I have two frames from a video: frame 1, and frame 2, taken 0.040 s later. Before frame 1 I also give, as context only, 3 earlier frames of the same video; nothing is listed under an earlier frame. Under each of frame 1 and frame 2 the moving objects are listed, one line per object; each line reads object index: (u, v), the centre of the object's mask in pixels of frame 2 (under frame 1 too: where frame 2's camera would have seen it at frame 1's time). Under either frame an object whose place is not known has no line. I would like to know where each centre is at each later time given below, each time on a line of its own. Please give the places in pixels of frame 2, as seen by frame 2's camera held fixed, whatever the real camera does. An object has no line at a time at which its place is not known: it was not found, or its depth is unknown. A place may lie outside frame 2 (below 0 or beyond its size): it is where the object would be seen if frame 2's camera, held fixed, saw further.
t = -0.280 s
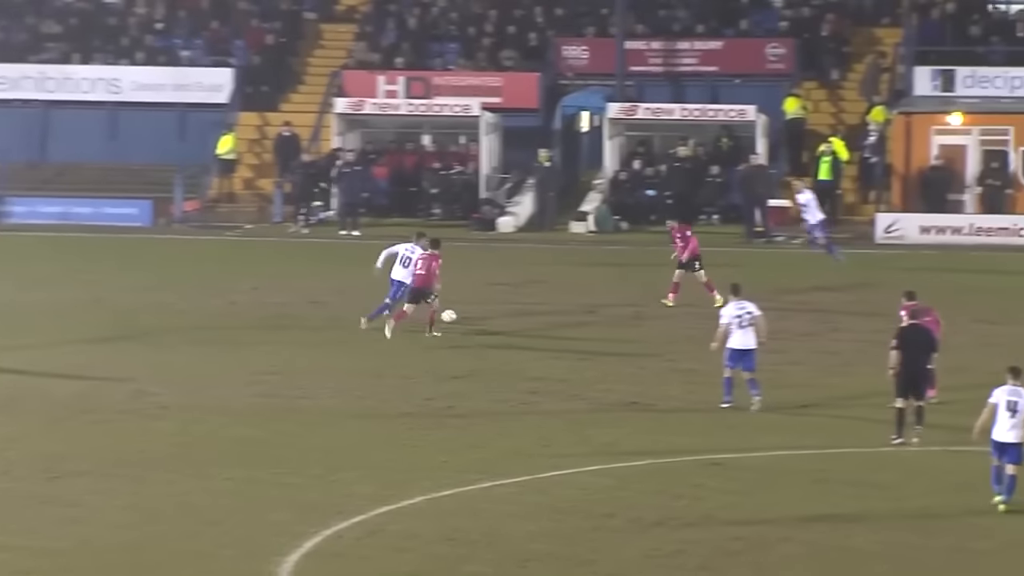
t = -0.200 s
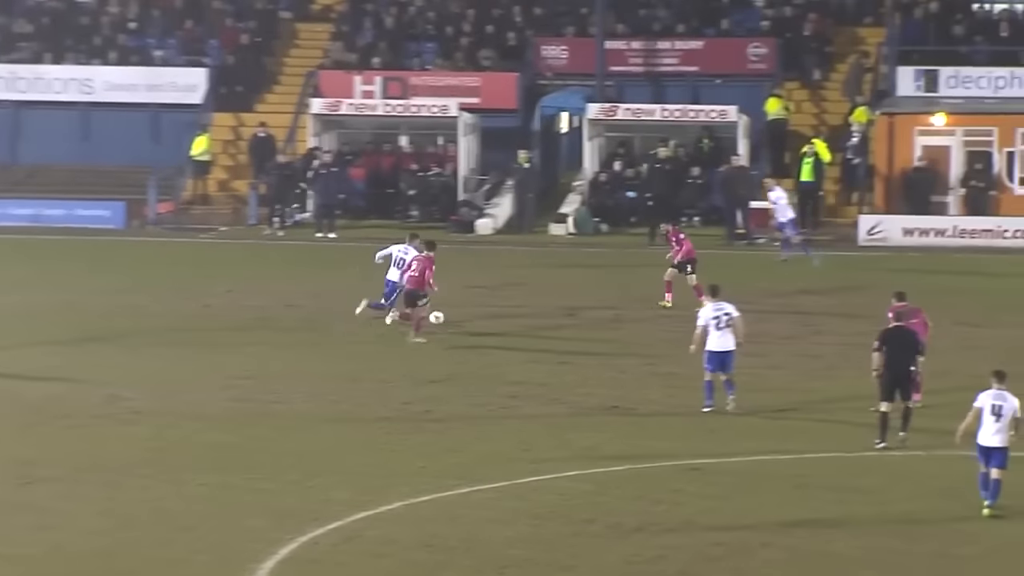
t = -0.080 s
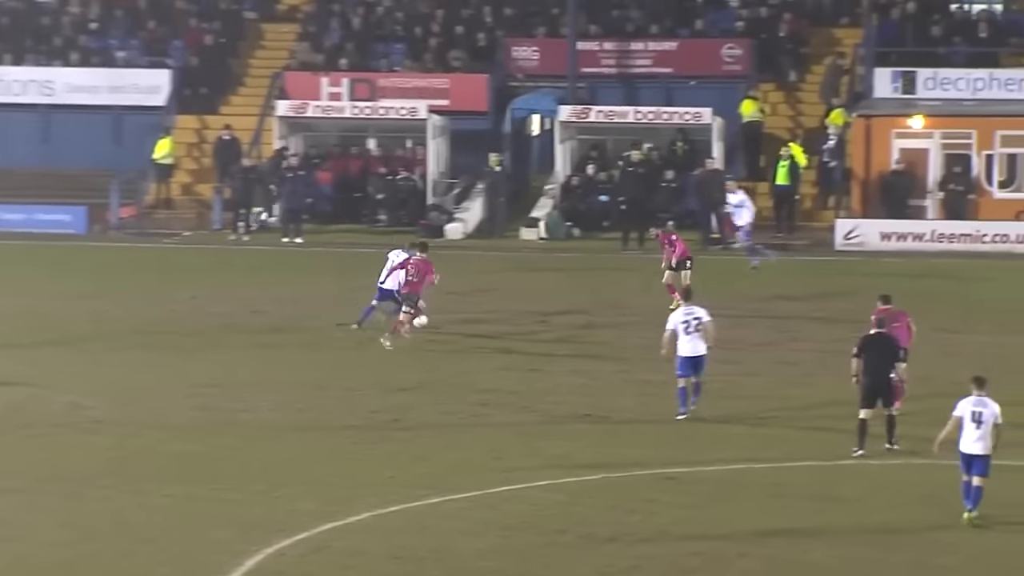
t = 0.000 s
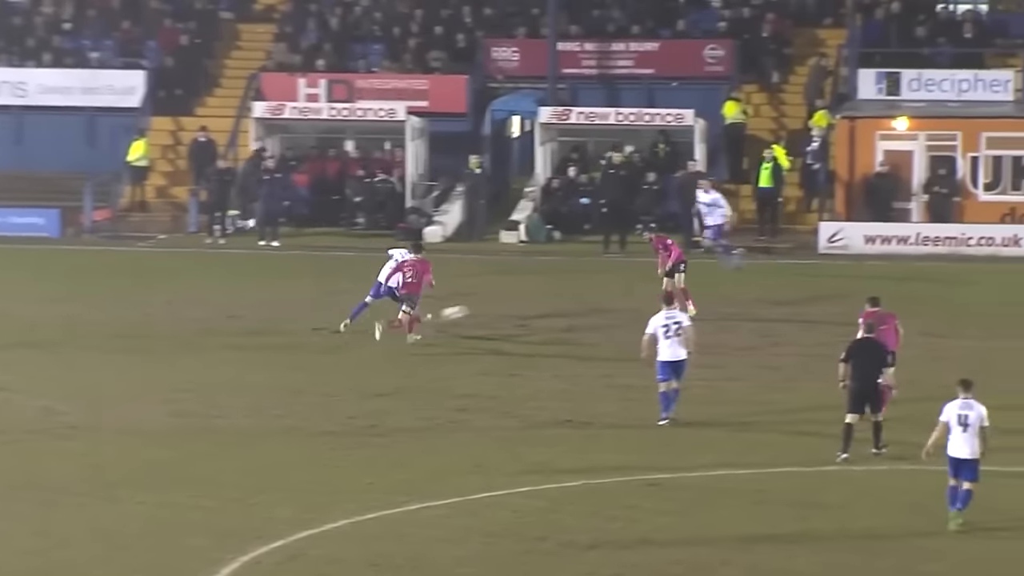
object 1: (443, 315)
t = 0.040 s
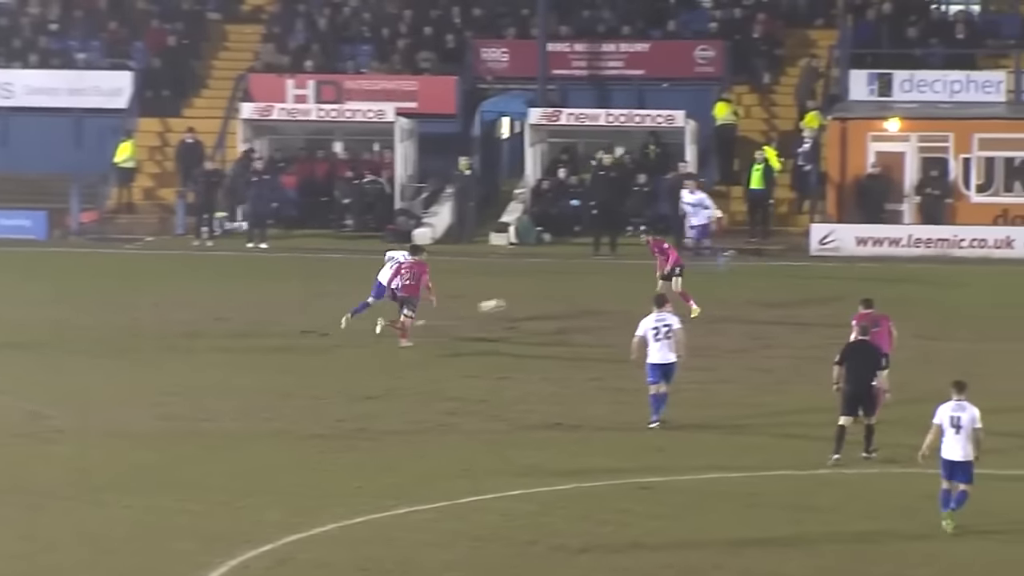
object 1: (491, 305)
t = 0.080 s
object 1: (539, 296)
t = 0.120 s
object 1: (586, 291)
